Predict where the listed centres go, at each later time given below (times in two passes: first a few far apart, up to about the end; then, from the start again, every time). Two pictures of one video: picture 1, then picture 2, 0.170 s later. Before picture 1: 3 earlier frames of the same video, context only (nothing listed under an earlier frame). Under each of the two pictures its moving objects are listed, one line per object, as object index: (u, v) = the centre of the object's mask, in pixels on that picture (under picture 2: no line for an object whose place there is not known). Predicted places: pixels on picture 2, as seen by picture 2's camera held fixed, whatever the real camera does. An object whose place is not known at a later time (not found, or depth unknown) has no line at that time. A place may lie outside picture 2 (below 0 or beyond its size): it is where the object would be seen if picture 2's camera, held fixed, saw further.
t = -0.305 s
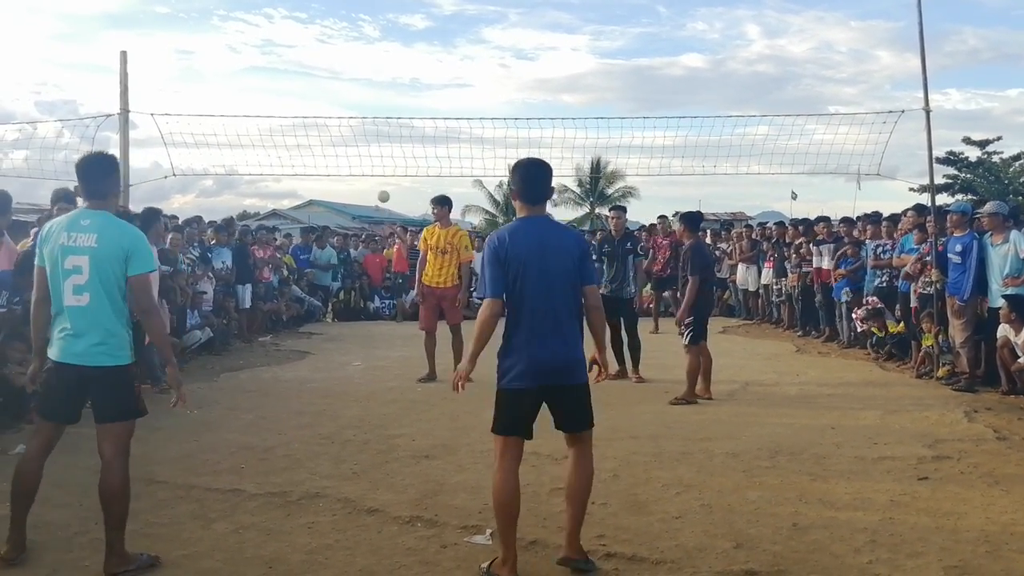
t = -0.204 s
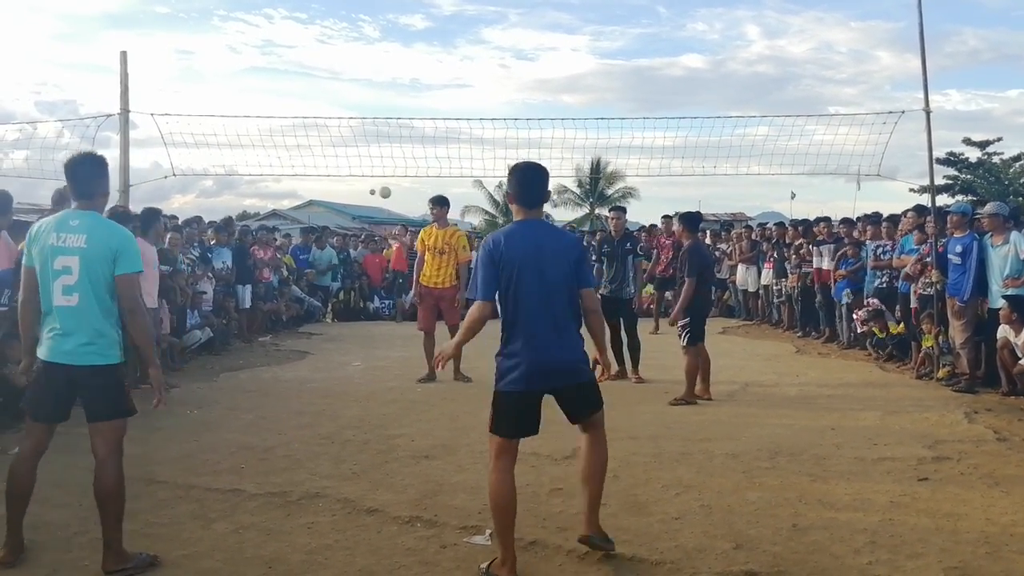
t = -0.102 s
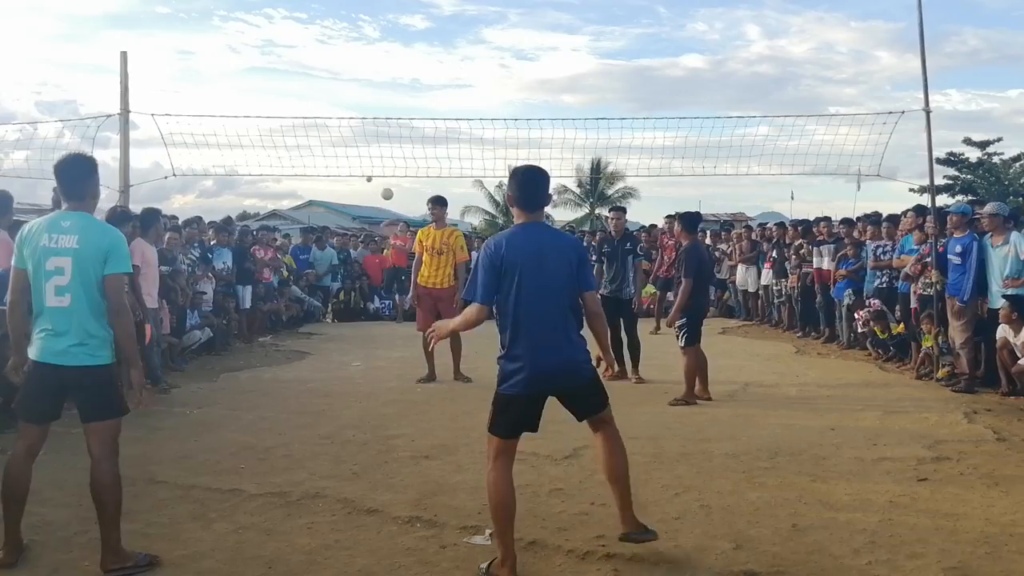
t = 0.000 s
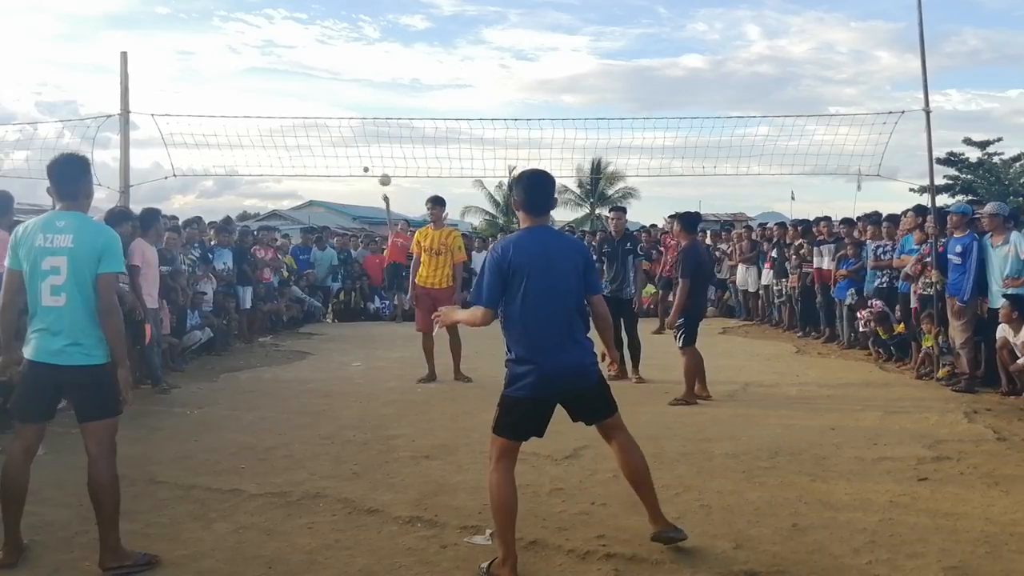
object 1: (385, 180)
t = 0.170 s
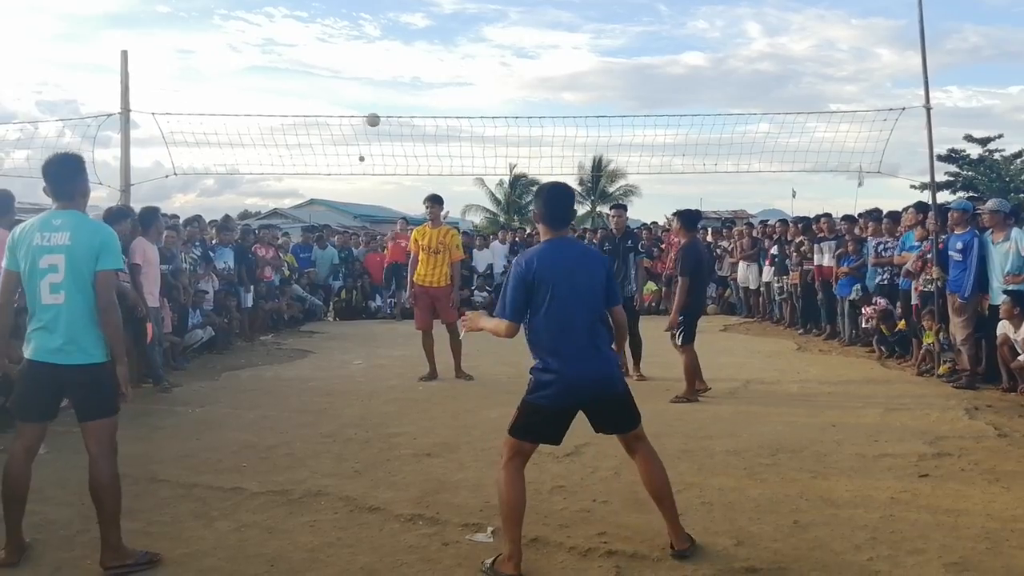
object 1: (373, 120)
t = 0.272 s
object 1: (365, 88)
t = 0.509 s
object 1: (347, 31)
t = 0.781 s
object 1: (318, 16)
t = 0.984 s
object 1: (283, 76)
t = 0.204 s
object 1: (370, 109)
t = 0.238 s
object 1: (368, 98)
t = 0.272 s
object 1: (365, 88)
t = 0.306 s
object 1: (363, 79)
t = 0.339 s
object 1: (361, 70)
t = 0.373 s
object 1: (358, 61)
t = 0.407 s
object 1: (355, 53)
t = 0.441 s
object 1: (353, 45)
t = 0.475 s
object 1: (350, 38)
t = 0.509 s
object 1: (347, 31)
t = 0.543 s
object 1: (344, 26)
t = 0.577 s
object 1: (341, 22)
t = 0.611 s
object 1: (338, 17)
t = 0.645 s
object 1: (335, 14)
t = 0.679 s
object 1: (331, 13)
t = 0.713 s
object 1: (327, 12)
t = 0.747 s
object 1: (323, 13)
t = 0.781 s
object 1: (318, 16)
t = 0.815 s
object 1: (312, 20)
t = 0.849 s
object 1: (307, 26)
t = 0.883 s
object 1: (301, 34)
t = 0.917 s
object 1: (296, 45)
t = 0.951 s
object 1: (289, 59)
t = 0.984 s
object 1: (283, 76)
